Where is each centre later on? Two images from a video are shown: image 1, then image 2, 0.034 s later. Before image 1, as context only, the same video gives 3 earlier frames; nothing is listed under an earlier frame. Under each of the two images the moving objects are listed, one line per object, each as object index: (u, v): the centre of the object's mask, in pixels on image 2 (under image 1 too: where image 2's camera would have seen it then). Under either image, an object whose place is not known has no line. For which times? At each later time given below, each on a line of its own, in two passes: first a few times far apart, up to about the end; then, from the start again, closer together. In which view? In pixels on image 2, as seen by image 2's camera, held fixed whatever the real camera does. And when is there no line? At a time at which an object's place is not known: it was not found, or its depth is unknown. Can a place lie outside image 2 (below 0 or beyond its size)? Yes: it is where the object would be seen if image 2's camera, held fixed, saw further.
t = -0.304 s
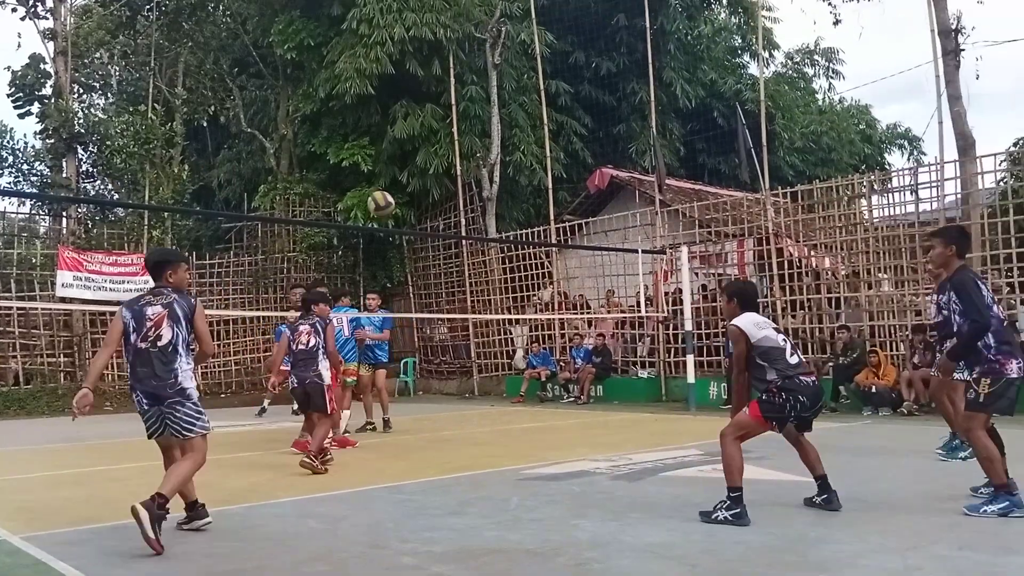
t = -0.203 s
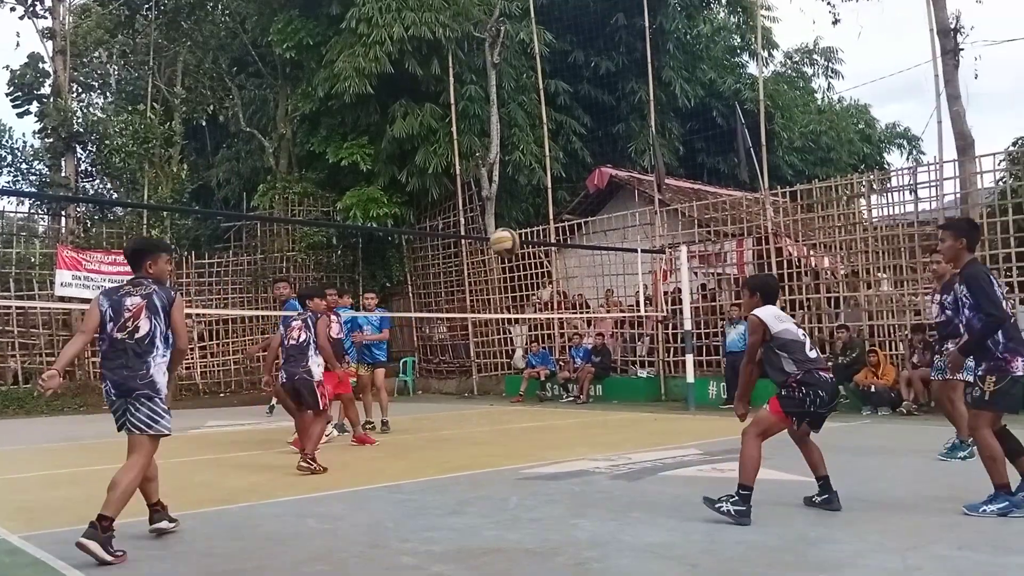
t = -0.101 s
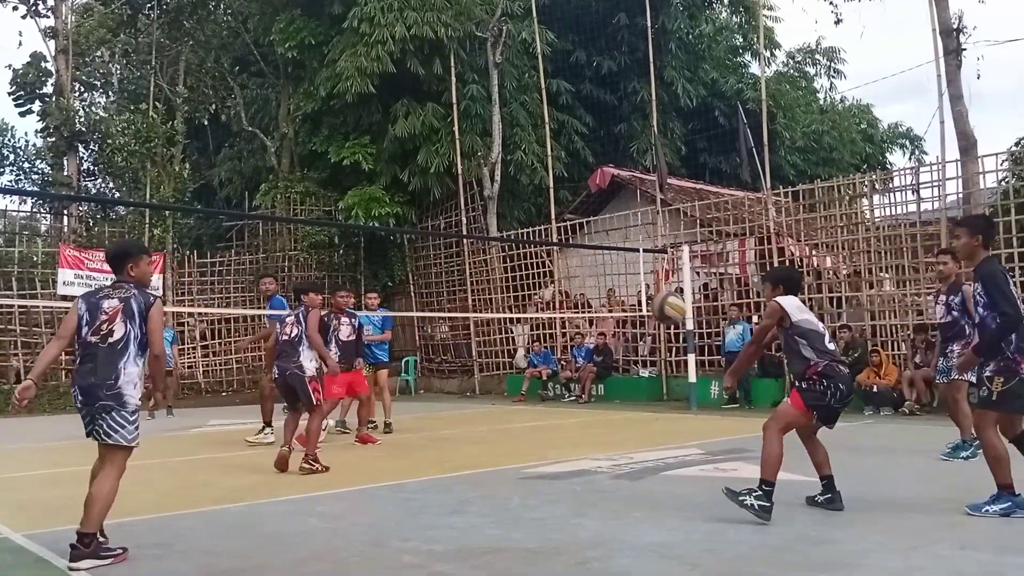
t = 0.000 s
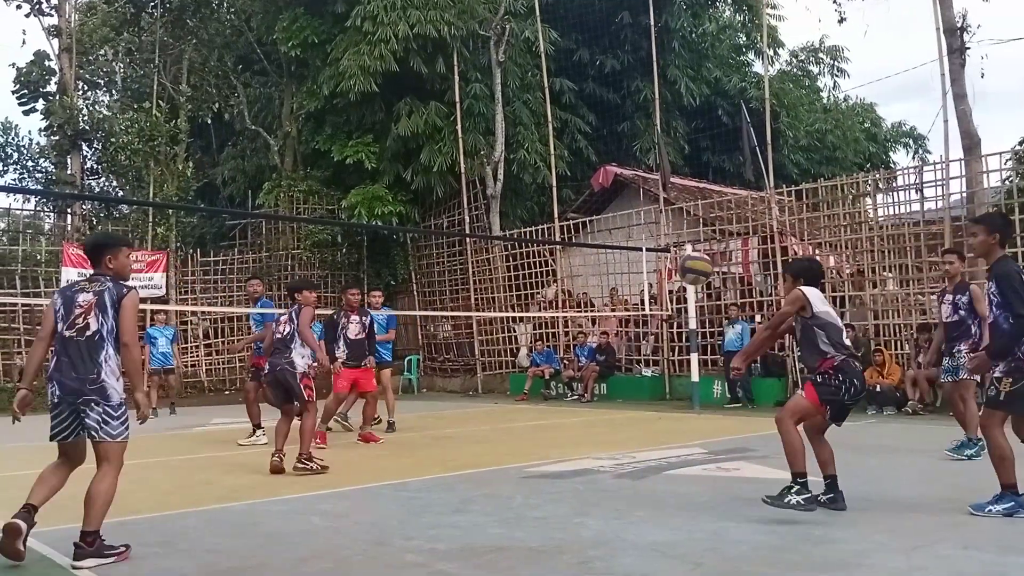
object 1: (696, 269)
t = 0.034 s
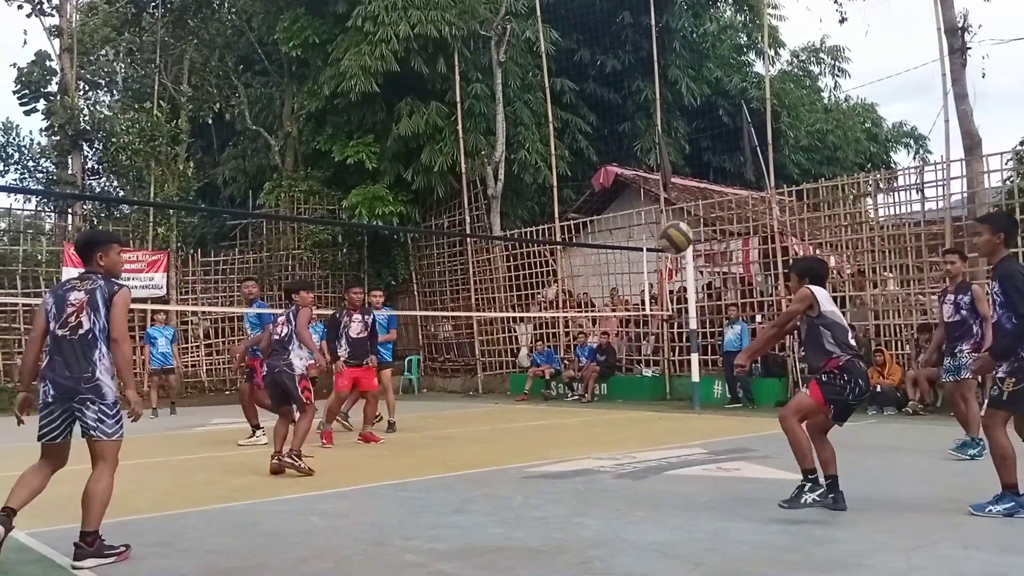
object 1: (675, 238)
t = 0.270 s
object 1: (555, 89)
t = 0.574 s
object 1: (438, 33)
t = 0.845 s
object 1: (359, 71)
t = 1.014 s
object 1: (316, 133)
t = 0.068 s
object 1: (656, 209)
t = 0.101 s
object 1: (636, 183)
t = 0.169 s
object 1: (601, 139)
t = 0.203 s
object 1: (585, 120)
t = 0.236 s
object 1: (570, 103)
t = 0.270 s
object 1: (555, 89)
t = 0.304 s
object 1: (539, 76)
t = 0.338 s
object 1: (525, 65)
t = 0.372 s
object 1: (512, 55)
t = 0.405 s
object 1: (498, 48)
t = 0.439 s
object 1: (485, 42)
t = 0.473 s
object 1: (472, 37)
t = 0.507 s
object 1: (461, 34)
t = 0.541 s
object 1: (450, 33)
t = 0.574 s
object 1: (438, 33)
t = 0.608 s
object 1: (427, 34)
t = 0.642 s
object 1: (416, 36)
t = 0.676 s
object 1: (407, 38)
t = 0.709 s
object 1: (396, 44)
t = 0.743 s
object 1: (386, 50)
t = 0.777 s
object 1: (376, 55)
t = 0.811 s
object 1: (368, 63)
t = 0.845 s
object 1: (359, 71)
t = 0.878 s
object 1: (349, 83)
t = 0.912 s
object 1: (341, 94)
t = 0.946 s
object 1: (333, 106)
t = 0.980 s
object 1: (324, 118)
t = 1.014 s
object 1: (316, 133)
